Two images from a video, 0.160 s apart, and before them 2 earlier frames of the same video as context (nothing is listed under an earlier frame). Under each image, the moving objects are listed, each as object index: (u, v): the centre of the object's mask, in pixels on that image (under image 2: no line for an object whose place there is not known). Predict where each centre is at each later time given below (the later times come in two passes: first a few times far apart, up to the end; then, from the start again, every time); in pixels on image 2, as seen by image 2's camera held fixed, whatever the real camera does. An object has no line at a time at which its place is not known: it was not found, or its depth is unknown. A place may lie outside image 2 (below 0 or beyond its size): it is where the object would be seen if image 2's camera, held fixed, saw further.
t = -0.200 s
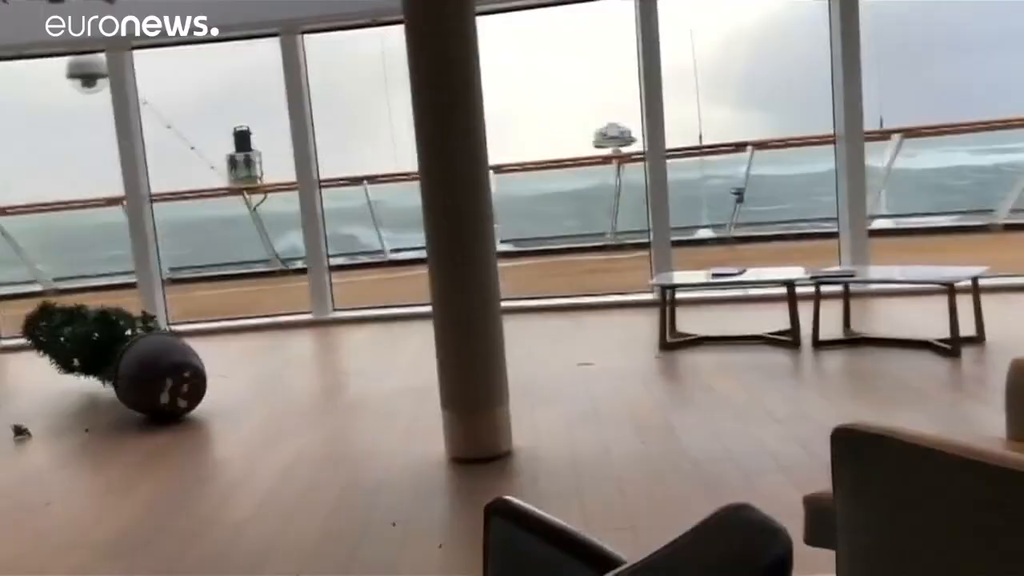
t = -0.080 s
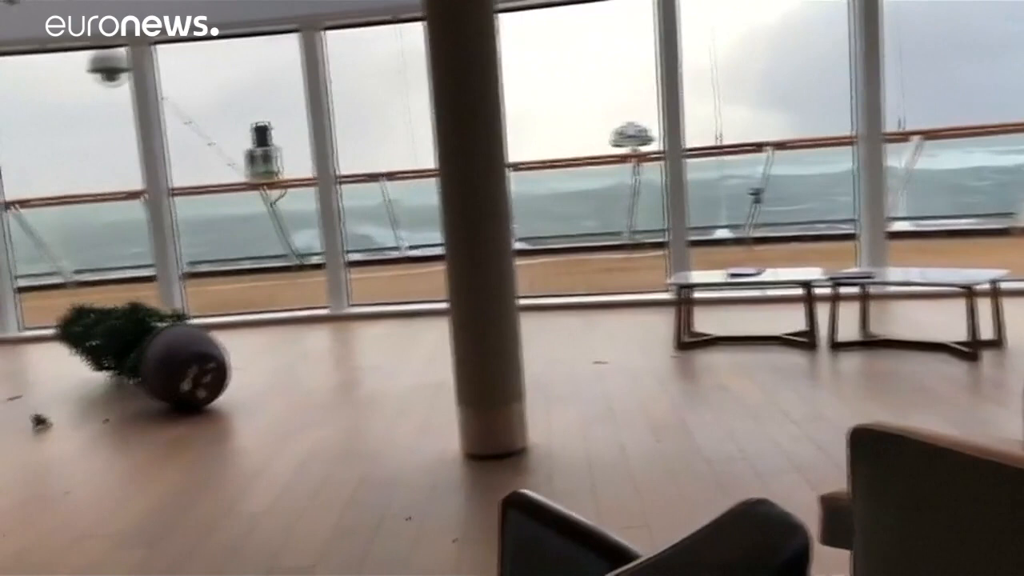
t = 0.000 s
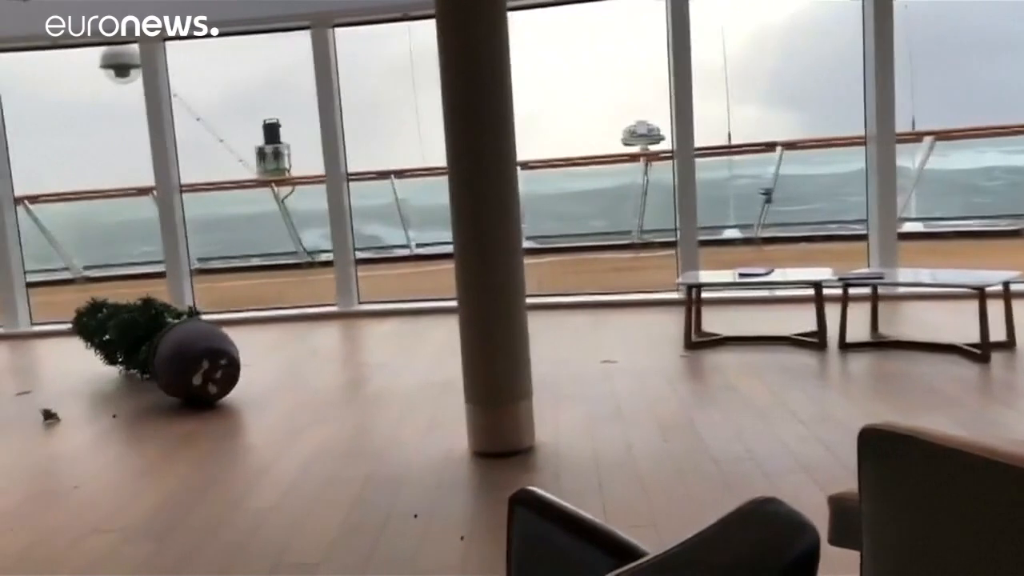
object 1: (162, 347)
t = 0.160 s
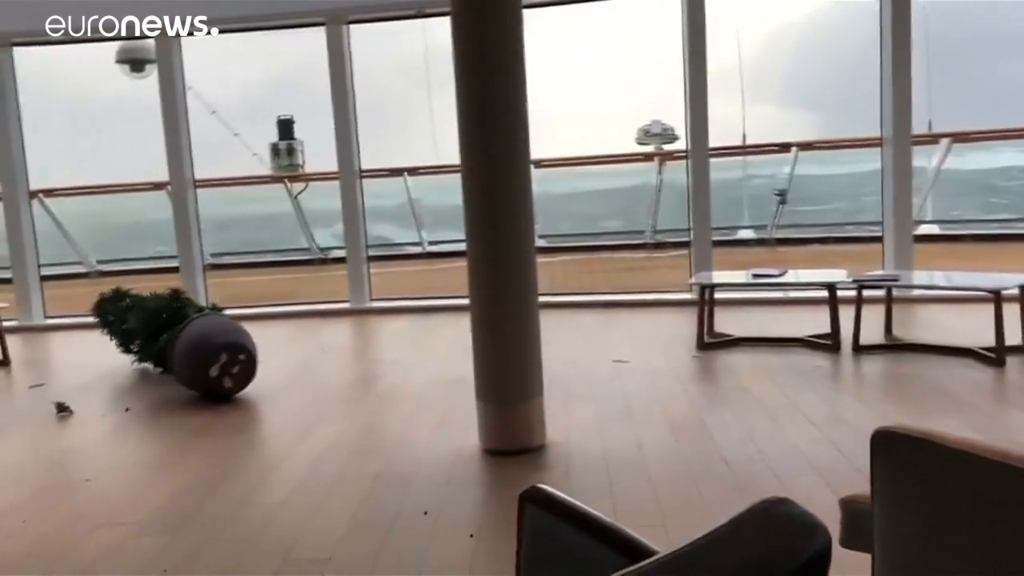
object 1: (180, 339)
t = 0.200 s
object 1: (182, 339)
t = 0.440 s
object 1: (192, 337)
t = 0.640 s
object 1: (200, 336)
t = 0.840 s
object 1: (211, 335)
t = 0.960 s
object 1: (218, 336)
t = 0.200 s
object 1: (182, 339)
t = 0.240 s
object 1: (183, 339)
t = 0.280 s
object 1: (185, 338)
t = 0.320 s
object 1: (186, 338)
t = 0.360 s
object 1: (188, 337)
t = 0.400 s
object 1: (190, 337)
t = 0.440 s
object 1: (192, 337)
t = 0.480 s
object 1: (193, 336)
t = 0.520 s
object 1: (195, 336)
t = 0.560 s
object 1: (197, 336)
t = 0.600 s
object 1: (199, 336)
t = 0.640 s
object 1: (200, 336)
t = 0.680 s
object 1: (203, 336)
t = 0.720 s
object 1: (205, 335)
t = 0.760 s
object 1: (207, 335)
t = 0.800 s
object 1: (209, 335)
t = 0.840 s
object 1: (211, 335)
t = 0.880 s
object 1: (213, 335)
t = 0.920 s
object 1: (215, 336)
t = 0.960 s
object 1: (218, 336)
